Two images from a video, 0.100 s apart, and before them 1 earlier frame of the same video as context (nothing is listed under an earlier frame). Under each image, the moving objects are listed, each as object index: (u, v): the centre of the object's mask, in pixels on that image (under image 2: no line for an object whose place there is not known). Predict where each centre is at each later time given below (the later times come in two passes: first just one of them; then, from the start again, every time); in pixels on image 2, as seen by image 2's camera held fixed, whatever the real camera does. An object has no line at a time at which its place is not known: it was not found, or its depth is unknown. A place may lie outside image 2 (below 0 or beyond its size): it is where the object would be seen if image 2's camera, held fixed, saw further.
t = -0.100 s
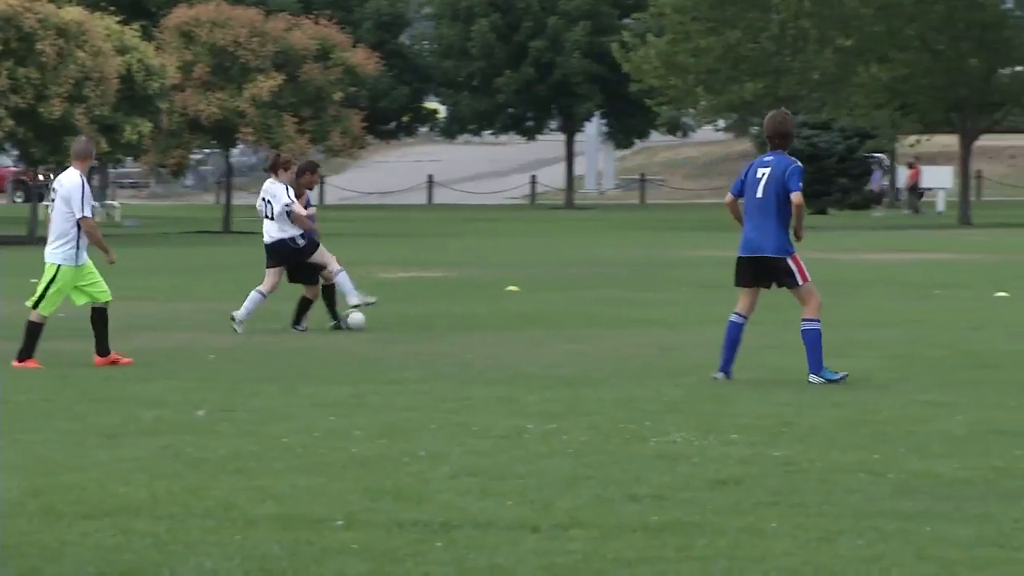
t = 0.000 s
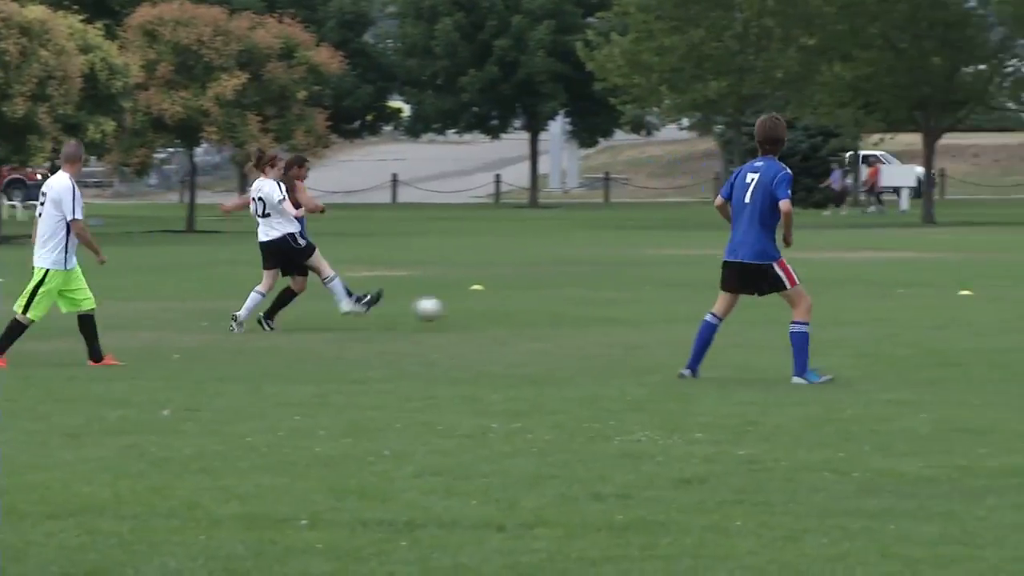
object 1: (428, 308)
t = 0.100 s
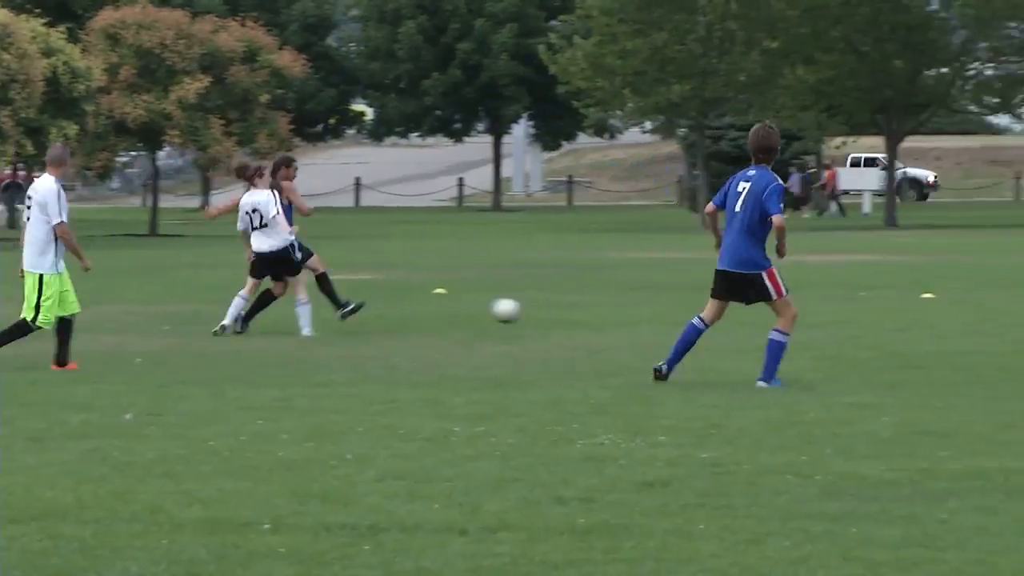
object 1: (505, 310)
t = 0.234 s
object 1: (661, 322)
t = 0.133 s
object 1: (544, 311)
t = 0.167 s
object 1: (582, 313)
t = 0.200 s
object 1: (621, 317)
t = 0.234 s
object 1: (661, 322)
